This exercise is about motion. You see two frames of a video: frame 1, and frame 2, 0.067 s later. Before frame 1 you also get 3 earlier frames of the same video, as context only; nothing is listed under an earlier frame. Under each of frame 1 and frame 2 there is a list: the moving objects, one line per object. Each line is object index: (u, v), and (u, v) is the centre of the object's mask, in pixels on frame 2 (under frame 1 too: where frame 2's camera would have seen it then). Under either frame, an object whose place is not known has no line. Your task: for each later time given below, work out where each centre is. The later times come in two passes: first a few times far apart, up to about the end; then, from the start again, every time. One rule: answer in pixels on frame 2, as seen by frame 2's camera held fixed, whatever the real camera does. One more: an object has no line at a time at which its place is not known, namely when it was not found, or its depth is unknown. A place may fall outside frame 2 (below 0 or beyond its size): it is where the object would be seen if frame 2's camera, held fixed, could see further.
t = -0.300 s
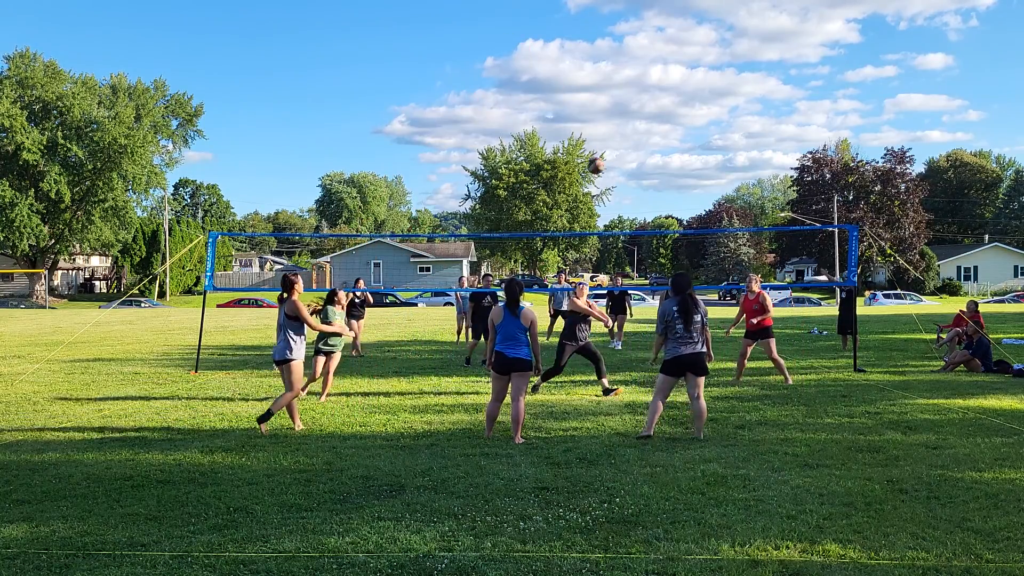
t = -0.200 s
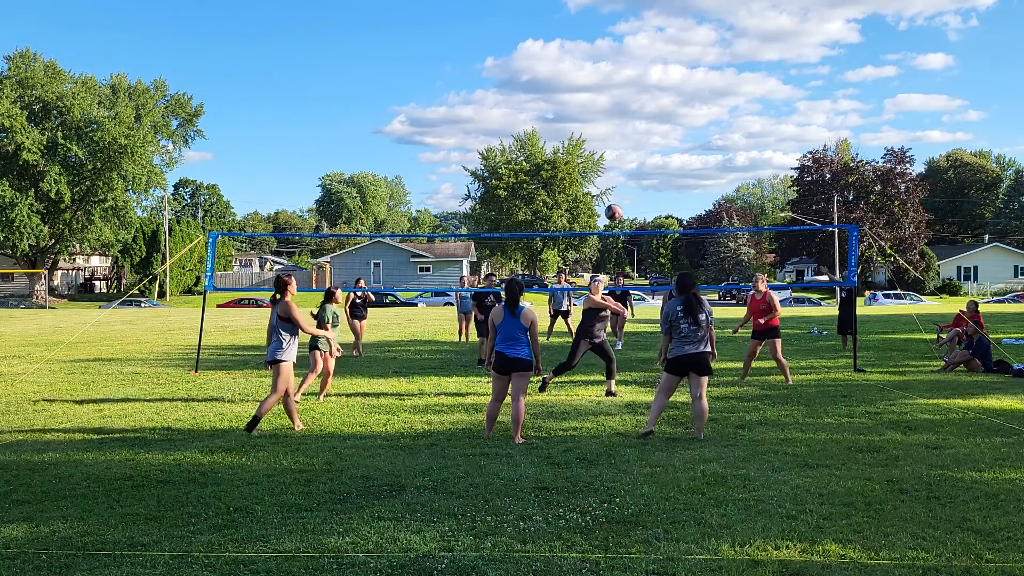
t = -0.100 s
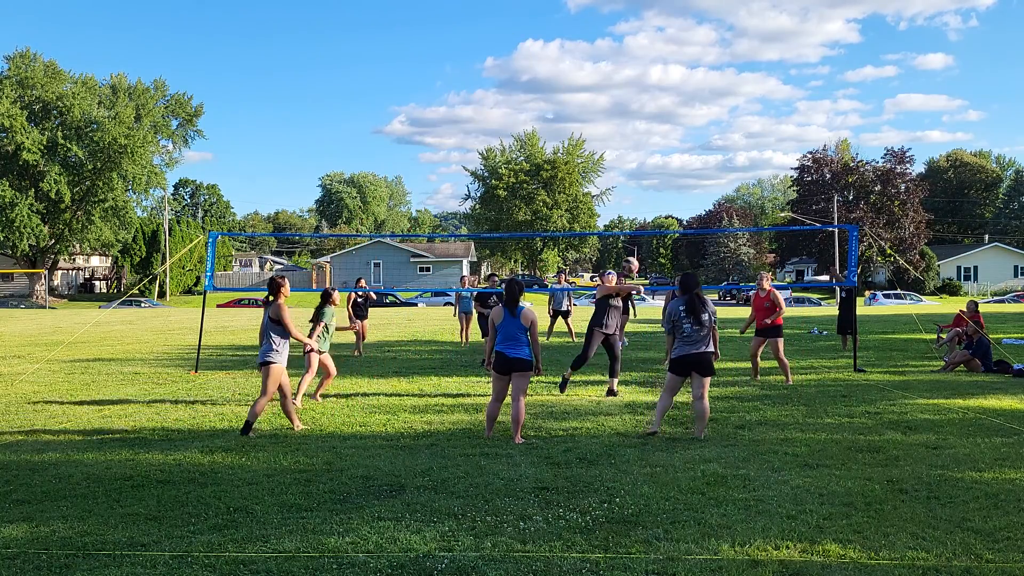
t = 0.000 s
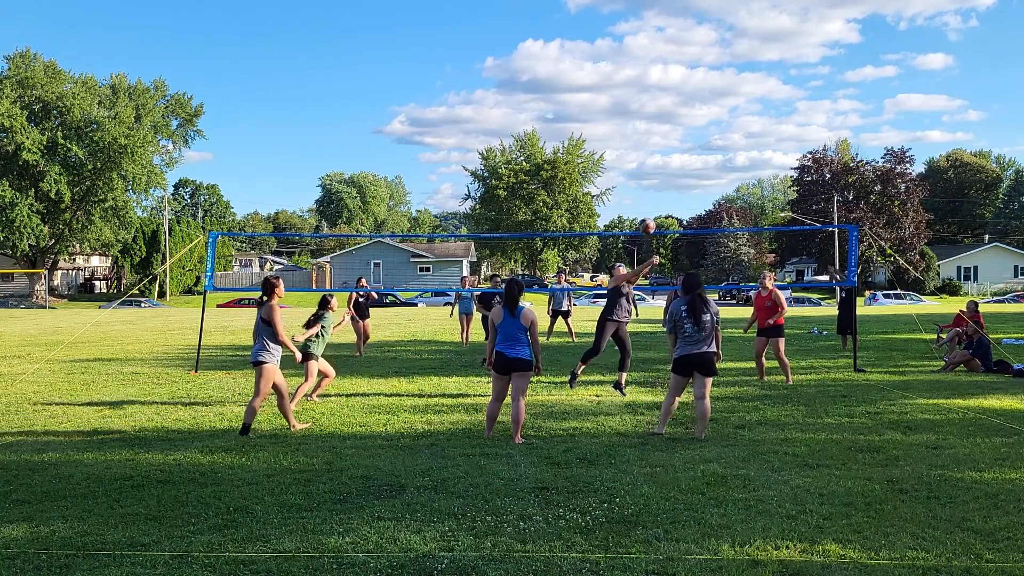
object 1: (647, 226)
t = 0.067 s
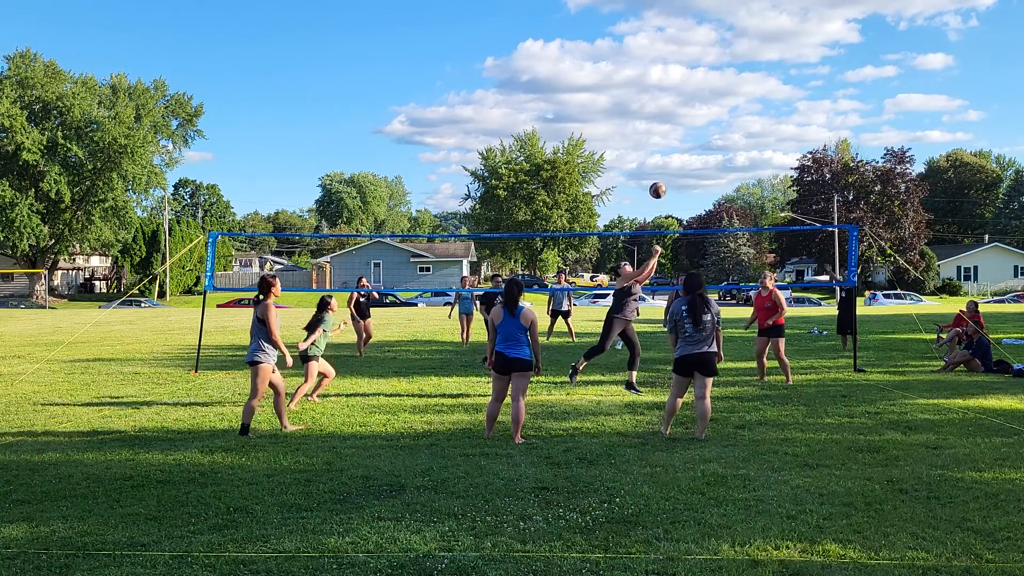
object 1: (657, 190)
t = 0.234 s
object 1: (684, 120)
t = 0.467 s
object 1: (721, 62)
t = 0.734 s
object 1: (761, 49)
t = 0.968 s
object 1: (794, 80)
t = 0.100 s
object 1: (663, 174)
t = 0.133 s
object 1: (668, 159)
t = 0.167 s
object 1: (673, 145)
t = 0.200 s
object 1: (679, 132)
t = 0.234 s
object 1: (684, 120)
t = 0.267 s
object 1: (689, 109)
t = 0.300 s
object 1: (695, 99)
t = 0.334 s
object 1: (700, 89)
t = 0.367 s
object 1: (706, 81)
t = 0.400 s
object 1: (710, 74)
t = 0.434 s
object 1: (716, 67)
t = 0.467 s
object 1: (721, 62)
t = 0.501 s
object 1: (726, 58)
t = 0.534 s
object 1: (731, 54)
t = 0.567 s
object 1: (736, 51)
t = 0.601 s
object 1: (741, 49)
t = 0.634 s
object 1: (746, 48)
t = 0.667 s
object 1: (751, 47)
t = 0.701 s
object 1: (756, 48)
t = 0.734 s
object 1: (761, 49)
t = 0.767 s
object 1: (766, 51)
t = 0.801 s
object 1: (770, 54)
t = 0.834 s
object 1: (775, 58)
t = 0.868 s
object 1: (780, 62)
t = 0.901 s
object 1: (785, 67)
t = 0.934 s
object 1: (789, 73)
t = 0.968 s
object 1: (794, 80)
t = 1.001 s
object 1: (798, 87)
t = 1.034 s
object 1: (802, 95)
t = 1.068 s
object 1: (807, 104)
